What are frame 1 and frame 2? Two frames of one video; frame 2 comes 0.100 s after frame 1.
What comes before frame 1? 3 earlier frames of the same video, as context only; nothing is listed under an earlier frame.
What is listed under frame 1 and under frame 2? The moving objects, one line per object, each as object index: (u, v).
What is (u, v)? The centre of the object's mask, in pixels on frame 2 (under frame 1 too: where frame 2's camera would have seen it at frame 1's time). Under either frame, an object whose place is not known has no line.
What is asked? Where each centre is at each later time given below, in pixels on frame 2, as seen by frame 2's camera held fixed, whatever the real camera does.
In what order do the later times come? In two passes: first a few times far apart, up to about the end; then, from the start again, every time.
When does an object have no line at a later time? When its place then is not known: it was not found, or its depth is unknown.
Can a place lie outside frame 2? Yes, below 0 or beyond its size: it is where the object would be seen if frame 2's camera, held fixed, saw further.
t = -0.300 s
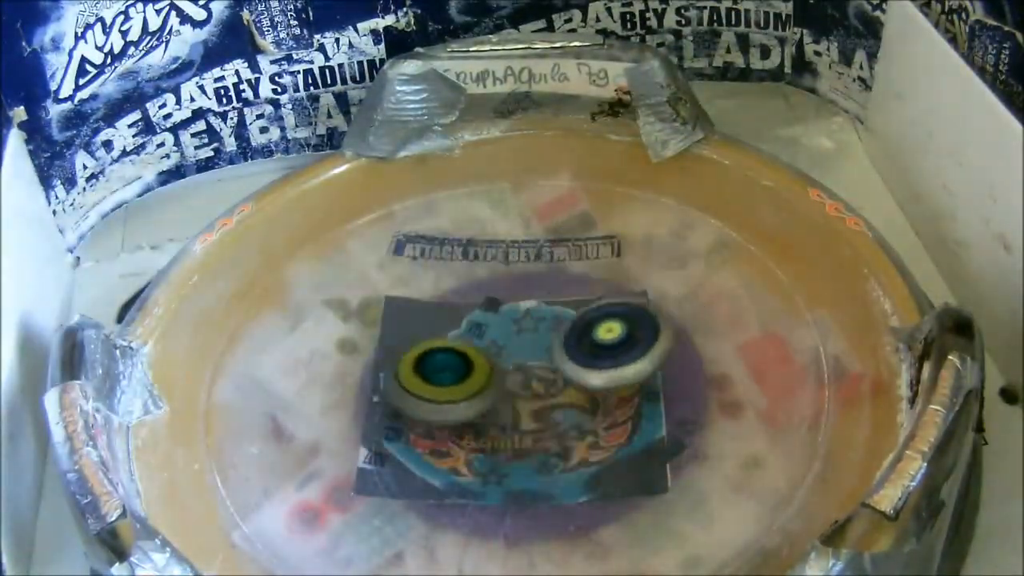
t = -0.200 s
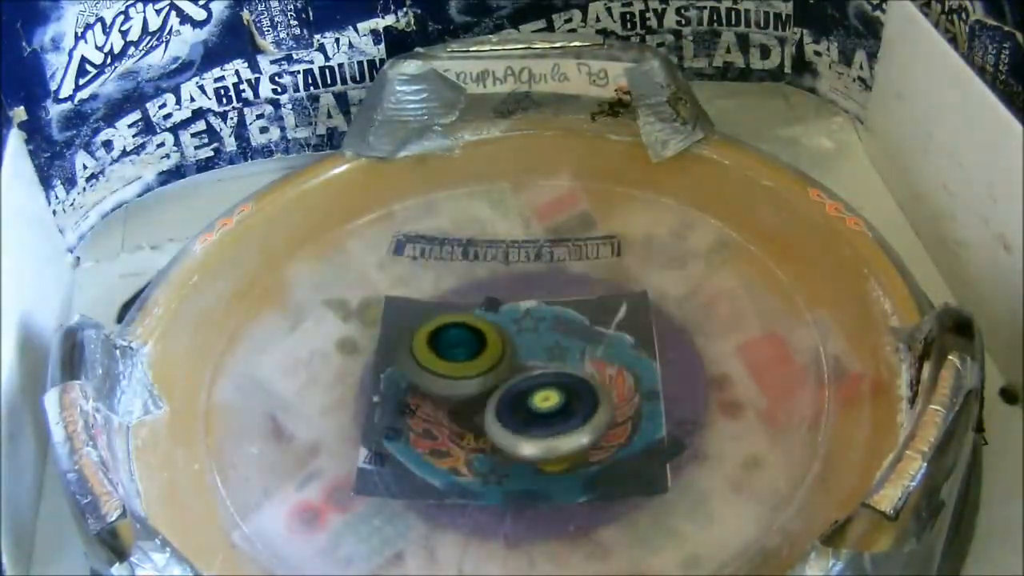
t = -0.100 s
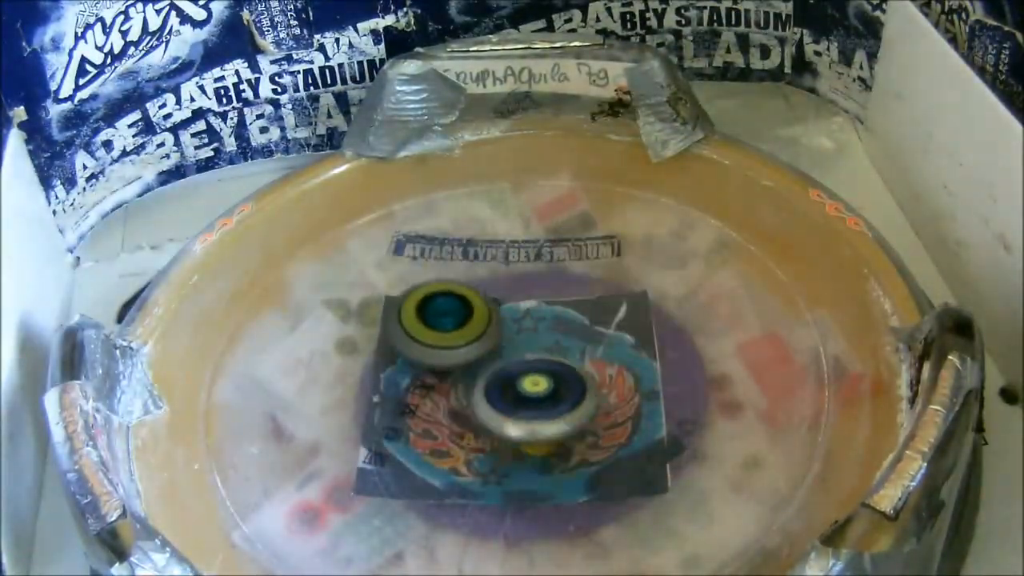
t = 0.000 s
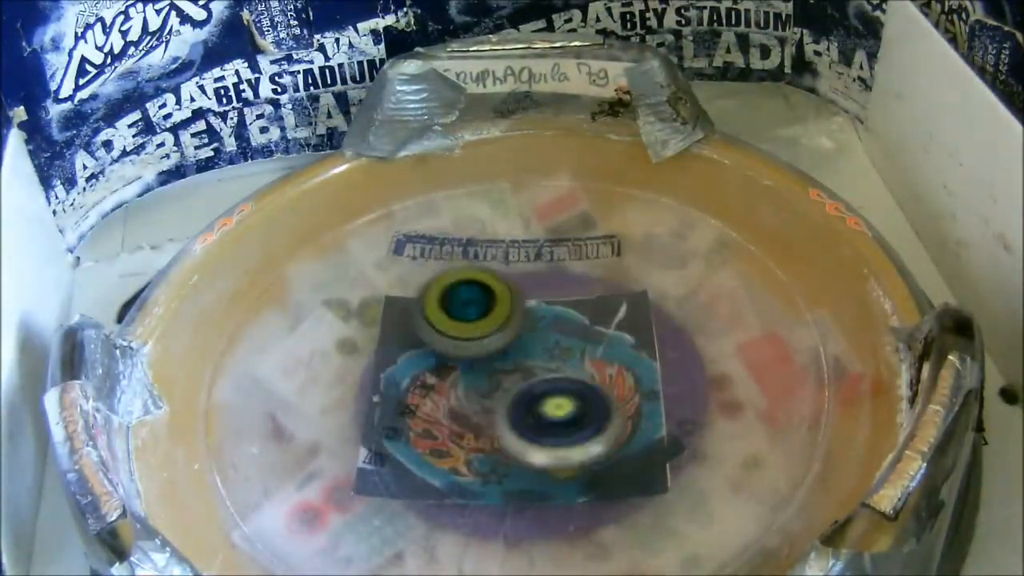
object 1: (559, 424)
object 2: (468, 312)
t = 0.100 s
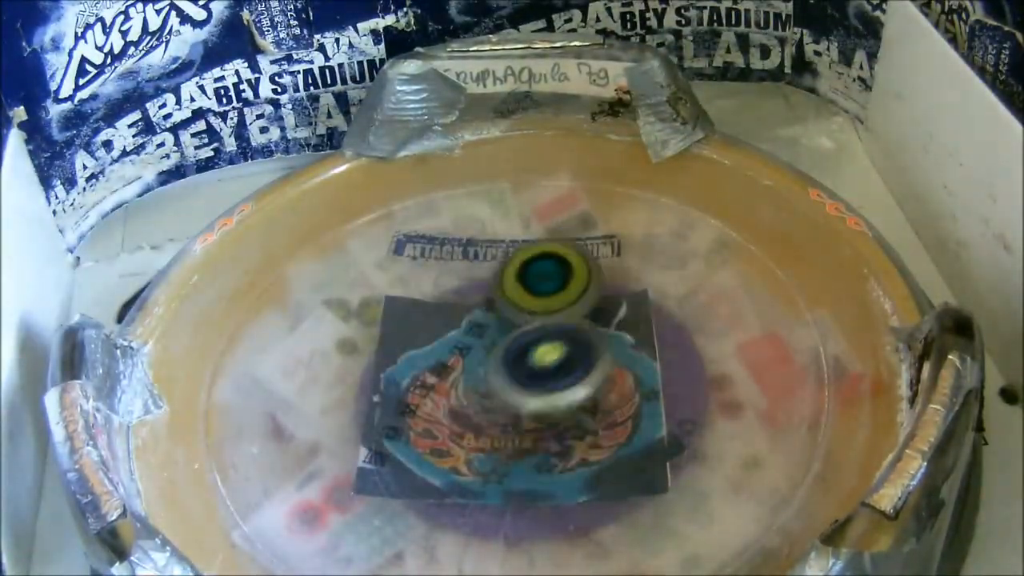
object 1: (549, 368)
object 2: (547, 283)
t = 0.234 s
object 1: (571, 394)
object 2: (621, 313)
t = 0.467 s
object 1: (473, 316)
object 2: (619, 390)
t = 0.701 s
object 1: (579, 308)
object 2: (508, 421)
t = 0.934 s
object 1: (566, 408)
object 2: (428, 335)
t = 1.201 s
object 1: (518, 364)
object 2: (530, 287)
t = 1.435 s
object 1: (431, 368)
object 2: (666, 397)
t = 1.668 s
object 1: (520, 282)
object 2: (518, 468)
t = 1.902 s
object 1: (587, 379)
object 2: (400, 319)
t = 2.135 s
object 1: (469, 343)
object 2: (537, 276)
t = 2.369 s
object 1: (520, 315)
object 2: (641, 355)
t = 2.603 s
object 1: (503, 350)
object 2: (544, 442)
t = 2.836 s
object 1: (591, 307)
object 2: (417, 310)
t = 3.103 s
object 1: (489, 405)
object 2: (607, 292)
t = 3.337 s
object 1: (506, 262)
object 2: (611, 428)
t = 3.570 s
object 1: (609, 378)
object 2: (469, 385)
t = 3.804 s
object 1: (480, 384)
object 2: (465, 300)
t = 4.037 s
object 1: (513, 360)
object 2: (650, 362)
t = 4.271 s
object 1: (527, 322)
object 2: (488, 441)
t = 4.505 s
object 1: (561, 330)
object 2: (453, 248)
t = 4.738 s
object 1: (505, 342)
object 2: (659, 368)
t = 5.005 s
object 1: (565, 330)
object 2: (461, 406)
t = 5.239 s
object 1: (534, 353)
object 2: (508, 253)
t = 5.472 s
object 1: (525, 317)
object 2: (617, 428)
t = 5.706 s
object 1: (630, 282)
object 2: (476, 328)
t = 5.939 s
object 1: (427, 360)
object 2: (557, 302)
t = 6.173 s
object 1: (571, 310)
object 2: (484, 455)
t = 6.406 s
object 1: (565, 377)
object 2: (597, 261)
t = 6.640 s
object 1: (533, 294)
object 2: (518, 402)
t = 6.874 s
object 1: (518, 366)
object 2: (491, 292)
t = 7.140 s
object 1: (537, 325)
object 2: (514, 430)
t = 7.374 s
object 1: (605, 332)
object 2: (448, 356)
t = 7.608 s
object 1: (646, 319)
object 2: (466, 312)
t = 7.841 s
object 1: (620, 339)
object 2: (520, 301)
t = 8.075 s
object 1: (553, 389)
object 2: (570, 311)
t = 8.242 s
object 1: (481, 396)
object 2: (582, 355)
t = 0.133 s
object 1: (528, 393)
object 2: (564, 288)
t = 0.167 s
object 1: (547, 412)
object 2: (581, 303)
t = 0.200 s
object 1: (564, 413)
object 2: (603, 314)
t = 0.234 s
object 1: (571, 394)
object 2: (621, 313)
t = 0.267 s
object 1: (524, 389)
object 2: (625, 311)
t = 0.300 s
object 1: (480, 405)
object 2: (605, 334)
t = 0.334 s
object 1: (470, 413)
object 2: (614, 372)
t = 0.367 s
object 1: (474, 404)
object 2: (644, 392)
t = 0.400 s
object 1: (485, 382)
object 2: (667, 393)
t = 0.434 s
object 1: (486, 349)
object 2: (656, 385)
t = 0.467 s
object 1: (473, 316)
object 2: (619, 390)
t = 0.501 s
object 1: (455, 289)
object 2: (587, 406)
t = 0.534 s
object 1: (438, 274)
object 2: (565, 425)
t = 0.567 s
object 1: (434, 275)
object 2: (556, 438)
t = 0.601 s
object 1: (452, 290)
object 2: (551, 444)
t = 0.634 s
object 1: (489, 305)
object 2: (542, 444)
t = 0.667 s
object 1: (533, 312)
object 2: (527, 435)
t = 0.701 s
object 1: (579, 308)
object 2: (508, 421)
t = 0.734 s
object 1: (610, 303)
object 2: (490, 407)
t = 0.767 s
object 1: (620, 300)
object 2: (470, 394)
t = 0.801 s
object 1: (611, 307)
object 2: (452, 385)
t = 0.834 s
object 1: (593, 331)
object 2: (444, 374)
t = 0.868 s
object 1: (576, 360)
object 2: (441, 363)
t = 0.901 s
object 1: (568, 389)
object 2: (430, 347)
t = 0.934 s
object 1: (566, 408)
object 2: (428, 335)
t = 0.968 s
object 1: (563, 419)
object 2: (430, 327)
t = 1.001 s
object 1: (553, 413)
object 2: (438, 321)
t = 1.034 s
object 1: (536, 400)
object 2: (453, 315)
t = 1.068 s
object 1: (513, 380)
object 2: (468, 304)
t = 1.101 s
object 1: (488, 368)
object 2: (482, 290)
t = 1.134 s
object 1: (480, 393)
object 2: (489, 285)
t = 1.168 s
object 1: (499, 388)
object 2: (504, 288)
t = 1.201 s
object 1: (518, 364)
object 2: (530, 287)
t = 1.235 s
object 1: (484, 381)
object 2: (547, 271)
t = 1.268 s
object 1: (485, 384)
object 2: (553, 281)
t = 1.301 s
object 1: (510, 387)
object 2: (568, 307)
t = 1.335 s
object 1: (521, 372)
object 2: (599, 323)
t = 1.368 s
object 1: (482, 363)
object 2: (632, 363)
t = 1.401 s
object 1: (448, 367)
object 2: (657, 387)
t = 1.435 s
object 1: (431, 368)
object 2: (666, 397)
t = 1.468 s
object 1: (434, 363)
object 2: (659, 410)
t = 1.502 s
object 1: (456, 348)
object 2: (640, 423)
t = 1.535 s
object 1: (476, 327)
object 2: (618, 437)
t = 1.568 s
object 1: (485, 304)
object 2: (595, 451)
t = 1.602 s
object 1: (495, 289)
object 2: (566, 461)
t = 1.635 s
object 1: (505, 282)
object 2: (541, 467)
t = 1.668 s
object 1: (520, 282)
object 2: (518, 468)
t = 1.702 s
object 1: (535, 293)
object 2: (499, 461)
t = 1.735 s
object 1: (557, 306)
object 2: (479, 447)
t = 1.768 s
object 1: (577, 320)
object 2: (468, 425)
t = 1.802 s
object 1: (592, 333)
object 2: (456, 395)
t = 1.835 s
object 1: (597, 348)
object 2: (441, 367)
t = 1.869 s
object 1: (595, 364)
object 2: (421, 339)
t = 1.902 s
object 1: (587, 379)
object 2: (400, 319)
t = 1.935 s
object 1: (571, 389)
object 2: (388, 306)
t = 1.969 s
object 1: (550, 396)
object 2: (382, 298)
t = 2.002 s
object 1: (527, 399)
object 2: (397, 300)
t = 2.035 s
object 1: (509, 393)
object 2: (426, 302)
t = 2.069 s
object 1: (497, 378)
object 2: (464, 298)
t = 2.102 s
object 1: (485, 358)
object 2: (505, 286)
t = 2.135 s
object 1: (469, 343)
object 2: (537, 276)
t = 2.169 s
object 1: (460, 332)
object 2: (553, 270)
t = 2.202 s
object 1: (458, 320)
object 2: (564, 270)
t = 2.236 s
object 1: (466, 311)
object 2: (576, 282)
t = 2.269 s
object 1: (482, 308)
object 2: (591, 301)
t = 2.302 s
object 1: (489, 307)
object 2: (611, 322)
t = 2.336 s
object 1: (503, 310)
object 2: (627, 340)
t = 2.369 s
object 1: (520, 315)
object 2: (641, 355)
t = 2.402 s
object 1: (539, 321)
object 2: (644, 368)
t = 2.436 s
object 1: (521, 298)
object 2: (647, 385)
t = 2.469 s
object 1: (496, 293)
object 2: (618, 396)
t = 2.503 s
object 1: (466, 307)
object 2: (594, 412)
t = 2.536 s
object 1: (455, 332)
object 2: (570, 428)
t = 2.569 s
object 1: (468, 357)
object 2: (549, 439)
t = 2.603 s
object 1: (503, 350)
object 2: (544, 442)
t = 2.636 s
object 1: (531, 332)
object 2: (523, 433)
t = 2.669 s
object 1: (533, 303)
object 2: (490, 414)
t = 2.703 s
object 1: (529, 279)
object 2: (463, 396)
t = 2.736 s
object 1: (516, 266)
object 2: (438, 376)
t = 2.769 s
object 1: (505, 275)
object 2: (425, 358)
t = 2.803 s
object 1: (535, 301)
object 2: (414, 338)
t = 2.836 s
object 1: (591, 307)
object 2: (417, 310)
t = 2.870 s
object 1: (624, 307)
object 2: (416, 283)
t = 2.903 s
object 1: (644, 314)
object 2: (417, 266)
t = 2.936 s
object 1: (644, 329)
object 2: (426, 263)
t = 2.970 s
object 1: (627, 350)
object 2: (453, 269)
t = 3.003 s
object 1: (597, 374)
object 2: (489, 278)
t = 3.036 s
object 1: (560, 391)
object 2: (534, 285)
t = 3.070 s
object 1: (522, 402)
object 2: (575, 290)
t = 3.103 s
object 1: (489, 405)
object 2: (607, 292)
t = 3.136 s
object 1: (467, 395)
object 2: (629, 298)
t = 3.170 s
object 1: (452, 376)
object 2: (642, 309)
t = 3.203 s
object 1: (453, 350)
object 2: (644, 329)
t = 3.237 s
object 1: (461, 325)
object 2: (641, 355)
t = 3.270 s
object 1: (471, 300)
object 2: (633, 381)
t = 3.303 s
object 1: (487, 278)
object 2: (623, 407)
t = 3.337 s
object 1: (506, 262)
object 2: (611, 428)
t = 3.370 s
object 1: (528, 262)
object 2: (595, 443)
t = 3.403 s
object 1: (549, 274)
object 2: (571, 451)
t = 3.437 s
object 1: (566, 295)
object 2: (549, 453)
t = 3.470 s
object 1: (579, 321)
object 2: (523, 449)
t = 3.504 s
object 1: (585, 349)
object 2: (500, 436)
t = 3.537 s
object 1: (604, 365)
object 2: (480, 416)
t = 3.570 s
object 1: (609, 378)
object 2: (469, 385)
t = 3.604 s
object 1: (596, 386)
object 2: (453, 353)
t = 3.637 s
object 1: (572, 391)
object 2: (436, 326)
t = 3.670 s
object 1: (540, 390)
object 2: (416, 302)
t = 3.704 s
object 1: (511, 383)
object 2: (407, 292)
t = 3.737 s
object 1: (488, 369)
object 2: (412, 290)
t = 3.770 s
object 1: (474, 350)
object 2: (426, 286)
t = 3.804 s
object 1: (480, 384)
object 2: (465, 300)
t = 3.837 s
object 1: (514, 382)
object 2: (521, 306)
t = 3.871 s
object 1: (551, 366)
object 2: (582, 301)
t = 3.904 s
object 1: (551, 358)
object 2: (625, 303)
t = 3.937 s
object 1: (544, 364)
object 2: (647, 313)
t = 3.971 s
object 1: (534, 366)
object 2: (661, 322)
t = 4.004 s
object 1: (523, 364)
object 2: (663, 338)
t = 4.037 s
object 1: (513, 360)
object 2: (650, 362)
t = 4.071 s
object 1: (503, 351)
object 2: (627, 389)
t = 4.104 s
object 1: (497, 340)
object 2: (602, 414)
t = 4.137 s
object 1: (493, 331)
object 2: (575, 434)
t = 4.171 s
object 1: (494, 325)
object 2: (549, 450)
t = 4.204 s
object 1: (501, 323)
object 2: (525, 458)
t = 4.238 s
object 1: (514, 323)
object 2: (504, 455)
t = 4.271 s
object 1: (527, 322)
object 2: (488, 441)
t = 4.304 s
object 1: (541, 324)
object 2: (479, 417)
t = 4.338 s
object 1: (552, 327)
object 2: (470, 388)
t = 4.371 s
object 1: (594, 316)
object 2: (472, 352)
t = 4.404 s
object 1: (611, 305)
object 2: (465, 311)
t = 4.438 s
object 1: (608, 303)
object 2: (458, 277)
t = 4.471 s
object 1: (588, 315)
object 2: (452, 254)
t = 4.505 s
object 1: (561, 330)
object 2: (453, 248)
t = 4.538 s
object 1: (530, 345)
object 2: (468, 256)
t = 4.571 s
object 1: (500, 362)
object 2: (494, 273)
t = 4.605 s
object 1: (477, 373)
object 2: (530, 294)
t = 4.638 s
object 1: (466, 379)
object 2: (567, 318)
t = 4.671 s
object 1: (471, 376)
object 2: (606, 339)
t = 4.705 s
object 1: (488, 361)
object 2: (639, 356)
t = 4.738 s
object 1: (505, 342)
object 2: (659, 368)
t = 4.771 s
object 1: (522, 323)
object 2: (661, 380)
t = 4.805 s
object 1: (538, 304)
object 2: (648, 395)
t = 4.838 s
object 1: (550, 291)
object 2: (617, 409)
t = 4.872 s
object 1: (557, 288)
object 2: (580, 421)
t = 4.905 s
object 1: (556, 304)
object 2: (534, 430)
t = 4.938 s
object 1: (552, 322)
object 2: (503, 430)
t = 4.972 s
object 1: (548, 336)
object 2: (480, 425)
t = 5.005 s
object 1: (565, 330)
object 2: (461, 406)
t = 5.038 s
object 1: (549, 335)
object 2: (450, 381)
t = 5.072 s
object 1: (557, 342)
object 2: (457, 353)
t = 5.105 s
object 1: (576, 343)
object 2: (467, 316)
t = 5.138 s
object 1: (580, 345)
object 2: (474, 284)
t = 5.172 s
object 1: (574, 349)
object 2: (482, 260)
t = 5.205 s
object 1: (556, 352)
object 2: (491, 249)
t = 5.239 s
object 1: (534, 353)
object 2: (508, 253)
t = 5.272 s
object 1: (514, 353)
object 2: (529, 268)
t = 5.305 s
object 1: (495, 351)
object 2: (557, 288)
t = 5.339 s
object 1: (484, 347)
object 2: (580, 322)
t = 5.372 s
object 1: (486, 343)
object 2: (599, 352)
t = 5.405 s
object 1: (496, 334)
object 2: (611, 383)
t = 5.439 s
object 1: (509, 325)
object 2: (619, 408)
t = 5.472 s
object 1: (525, 317)
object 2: (617, 428)
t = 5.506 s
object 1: (538, 314)
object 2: (605, 441)
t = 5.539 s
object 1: (547, 315)
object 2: (582, 444)
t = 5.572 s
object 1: (550, 321)
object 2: (551, 440)
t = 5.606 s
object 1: (549, 333)
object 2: (520, 429)
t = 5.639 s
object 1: (586, 330)
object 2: (501, 405)
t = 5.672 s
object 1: (622, 304)
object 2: (489, 367)
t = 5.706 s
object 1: (630, 282)
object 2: (476, 328)
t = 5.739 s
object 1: (615, 274)
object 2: (472, 291)
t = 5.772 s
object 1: (587, 284)
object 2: (474, 260)
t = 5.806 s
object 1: (549, 302)
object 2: (482, 238)
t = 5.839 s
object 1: (505, 324)
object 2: (497, 234)
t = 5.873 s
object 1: (467, 342)
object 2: (517, 245)
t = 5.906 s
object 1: (439, 354)
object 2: (538, 269)
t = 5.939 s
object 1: (427, 360)
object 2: (557, 302)
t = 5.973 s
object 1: (433, 361)
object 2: (570, 339)
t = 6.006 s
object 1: (458, 358)
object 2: (581, 374)
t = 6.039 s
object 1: (487, 349)
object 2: (580, 408)
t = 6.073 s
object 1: (510, 328)
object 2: (567, 430)
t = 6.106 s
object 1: (531, 316)
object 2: (539, 449)
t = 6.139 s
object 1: (553, 309)
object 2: (512, 459)
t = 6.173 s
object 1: (571, 310)
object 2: (484, 455)
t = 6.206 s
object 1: (580, 321)
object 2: (471, 438)
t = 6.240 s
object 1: (575, 335)
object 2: (471, 411)
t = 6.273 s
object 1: (574, 352)
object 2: (478, 383)
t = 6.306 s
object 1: (602, 366)
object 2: (508, 344)
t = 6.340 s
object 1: (602, 373)
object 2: (533, 308)
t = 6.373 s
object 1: (588, 381)
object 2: (567, 283)
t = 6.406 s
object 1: (565, 377)
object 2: (597, 261)
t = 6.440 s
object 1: (542, 362)
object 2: (624, 256)
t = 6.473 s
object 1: (522, 342)
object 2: (642, 267)
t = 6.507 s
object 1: (511, 316)
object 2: (643, 294)
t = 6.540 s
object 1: (507, 300)
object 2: (632, 325)
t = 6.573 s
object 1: (513, 286)
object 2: (598, 361)
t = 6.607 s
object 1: (525, 283)
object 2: (561, 385)
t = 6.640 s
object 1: (533, 294)
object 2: (518, 402)
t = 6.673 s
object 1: (535, 312)
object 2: (475, 408)
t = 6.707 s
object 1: (529, 335)
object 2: (436, 401)
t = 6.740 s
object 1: (542, 348)
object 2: (419, 385)
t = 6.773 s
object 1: (546, 363)
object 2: (420, 360)
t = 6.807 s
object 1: (538, 371)
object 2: (433, 334)
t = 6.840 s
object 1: (525, 372)
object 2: (459, 309)
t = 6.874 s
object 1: (518, 366)
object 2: (491, 292)
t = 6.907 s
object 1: (514, 354)
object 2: (533, 283)
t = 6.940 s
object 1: (507, 345)
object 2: (573, 296)
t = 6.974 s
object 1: (494, 346)
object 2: (591, 321)
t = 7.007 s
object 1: (495, 346)
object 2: (600, 352)
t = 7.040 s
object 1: (505, 341)
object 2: (597, 378)
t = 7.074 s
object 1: (517, 334)
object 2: (578, 405)
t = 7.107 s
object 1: (529, 329)
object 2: (549, 422)
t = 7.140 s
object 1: (537, 325)
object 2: (514, 430)
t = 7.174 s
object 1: (538, 326)
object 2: (487, 424)
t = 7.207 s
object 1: (536, 331)
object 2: (467, 406)
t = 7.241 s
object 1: (535, 332)
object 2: (466, 402)
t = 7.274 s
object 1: (535, 333)
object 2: (464, 397)
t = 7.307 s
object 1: (555, 330)
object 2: (456, 384)
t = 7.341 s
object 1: (588, 332)
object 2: (450, 371)
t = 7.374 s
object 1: (605, 332)
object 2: (448, 356)
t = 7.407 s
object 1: (615, 330)
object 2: (445, 347)
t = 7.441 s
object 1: (621, 327)
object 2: (443, 339)
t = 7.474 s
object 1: (631, 323)
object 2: (444, 332)
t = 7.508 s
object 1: (638, 320)
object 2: (448, 327)
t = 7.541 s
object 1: (642, 320)
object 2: (455, 321)
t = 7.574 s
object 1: (644, 320)
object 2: (460, 316)
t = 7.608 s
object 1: (646, 319)
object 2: (466, 312)
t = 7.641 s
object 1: (647, 321)
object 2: (473, 308)
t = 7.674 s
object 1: (646, 324)
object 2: (481, 305)
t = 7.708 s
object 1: (644, 327)
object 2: (488, 303)
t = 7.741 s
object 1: (641, 329)
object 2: (496, 302)
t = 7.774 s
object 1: (636, 332)
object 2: (504, 300)
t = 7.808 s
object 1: (630, 335)
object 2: (513, 299)
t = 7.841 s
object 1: (620, 339)
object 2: (520, 301)
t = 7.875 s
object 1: (611, 340)
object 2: (527, 299)
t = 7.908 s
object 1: (604, 351)
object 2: (534, 299)
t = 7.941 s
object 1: (594, 366)
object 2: (544, 298)
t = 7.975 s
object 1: (585, 375)
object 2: (554, 302)
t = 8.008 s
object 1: (573, 383)
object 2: (558, 306)
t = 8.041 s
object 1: (565, 387)
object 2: (562, 307)
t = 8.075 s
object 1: (553, 389)
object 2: (570, 311)
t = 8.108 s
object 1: (538, 394)
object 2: (573, 318)
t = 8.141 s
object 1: (521, 396)
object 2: (574, 325)
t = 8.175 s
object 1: (508, 398)
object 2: (577, 333)
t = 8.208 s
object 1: (492, 397)
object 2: (582, 342)
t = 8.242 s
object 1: (481, 396)
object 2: (582, 355)
